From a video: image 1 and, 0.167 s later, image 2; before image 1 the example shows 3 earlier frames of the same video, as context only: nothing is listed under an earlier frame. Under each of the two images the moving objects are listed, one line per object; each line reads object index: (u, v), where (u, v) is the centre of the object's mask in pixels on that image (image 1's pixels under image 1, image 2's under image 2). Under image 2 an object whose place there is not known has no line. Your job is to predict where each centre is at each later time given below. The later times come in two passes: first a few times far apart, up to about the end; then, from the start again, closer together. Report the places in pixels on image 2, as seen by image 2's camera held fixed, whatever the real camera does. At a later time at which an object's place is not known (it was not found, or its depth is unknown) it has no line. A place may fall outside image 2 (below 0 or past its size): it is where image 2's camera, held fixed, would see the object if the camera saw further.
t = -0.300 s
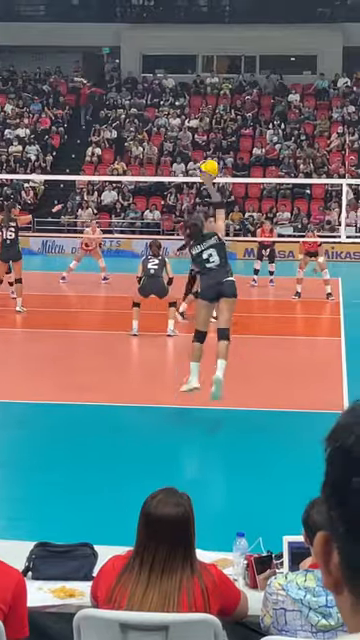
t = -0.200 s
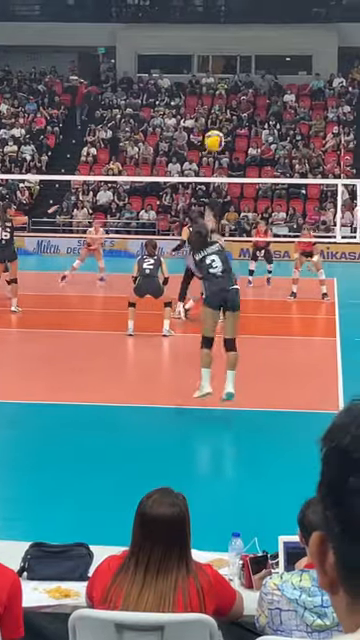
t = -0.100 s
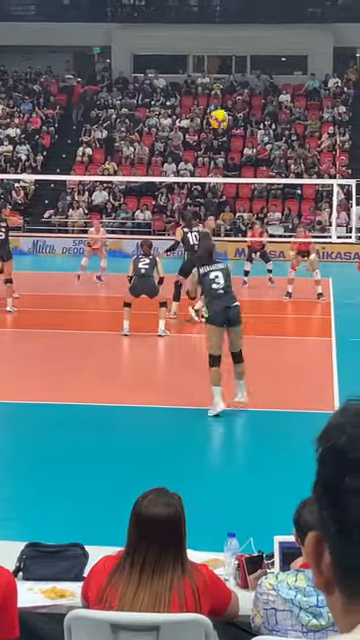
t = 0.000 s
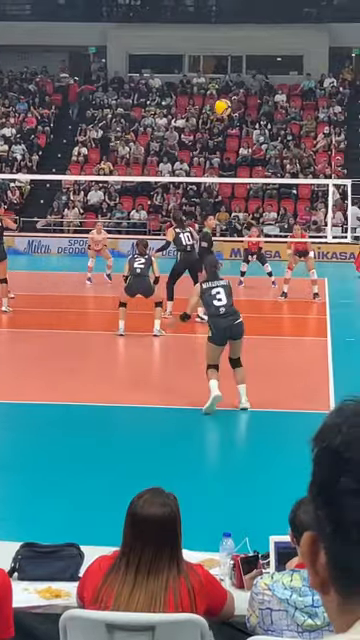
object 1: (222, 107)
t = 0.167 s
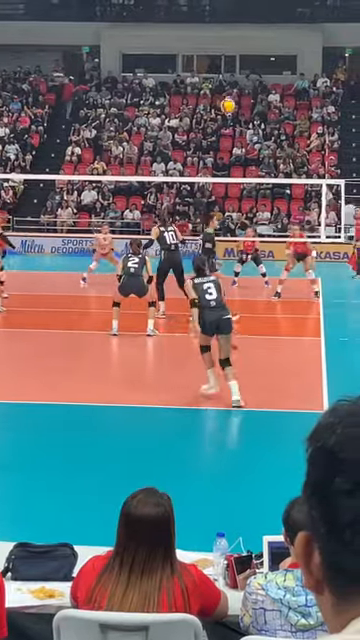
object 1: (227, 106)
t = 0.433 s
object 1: (241, 134)
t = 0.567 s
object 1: (246, 159)
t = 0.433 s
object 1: (241, 134)
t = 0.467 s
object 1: (242, 139)
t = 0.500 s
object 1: (244, 146)
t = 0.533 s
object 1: (246, 151)
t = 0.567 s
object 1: (246, 159)
